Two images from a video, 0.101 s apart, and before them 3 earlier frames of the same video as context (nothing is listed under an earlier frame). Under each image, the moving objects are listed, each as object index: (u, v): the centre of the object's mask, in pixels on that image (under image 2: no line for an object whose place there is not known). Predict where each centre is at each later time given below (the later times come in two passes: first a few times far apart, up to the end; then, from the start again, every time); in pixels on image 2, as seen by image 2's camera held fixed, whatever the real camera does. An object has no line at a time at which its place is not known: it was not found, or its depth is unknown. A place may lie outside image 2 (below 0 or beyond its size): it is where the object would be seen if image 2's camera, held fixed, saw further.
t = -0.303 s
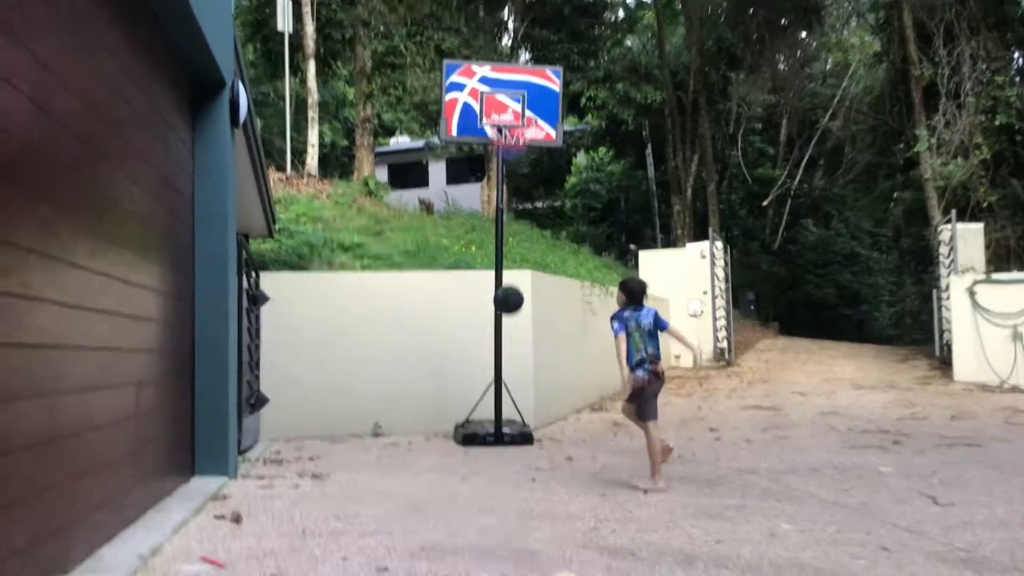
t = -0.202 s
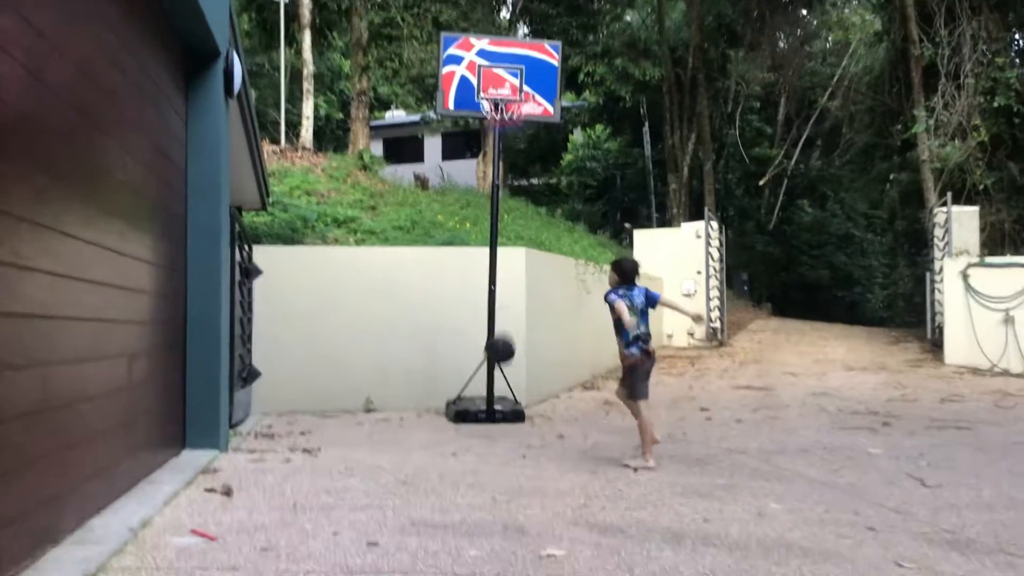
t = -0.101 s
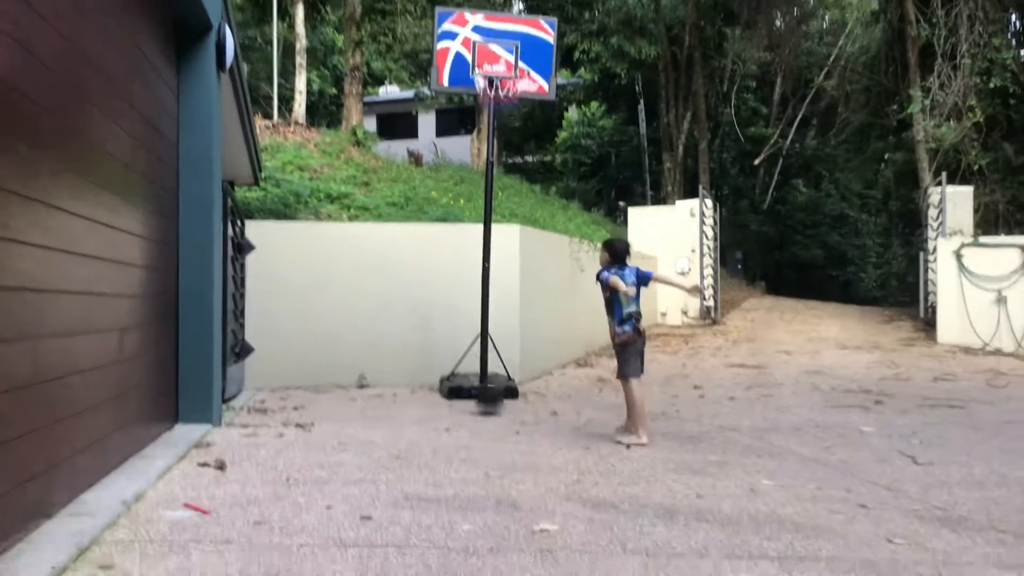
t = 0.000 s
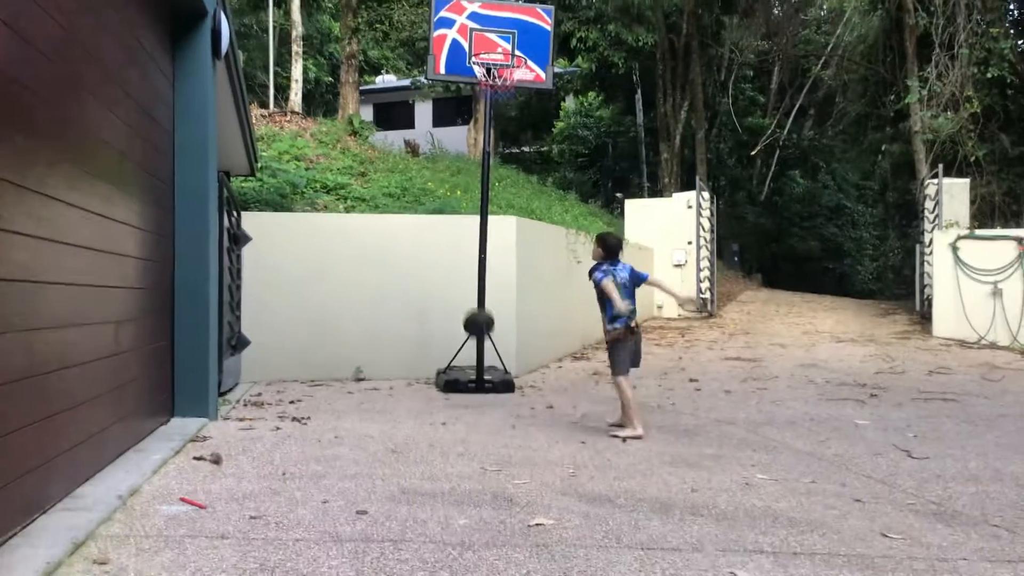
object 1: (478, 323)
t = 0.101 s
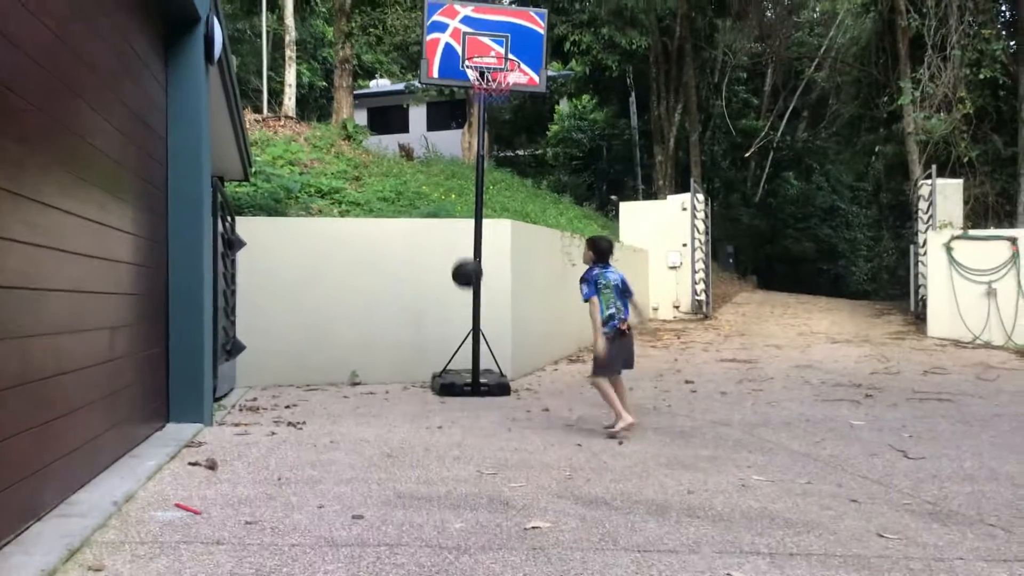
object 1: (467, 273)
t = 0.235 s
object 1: (458, 221)
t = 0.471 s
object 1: (443, 184)
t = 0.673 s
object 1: (431, 206)
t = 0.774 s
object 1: (426, 236)
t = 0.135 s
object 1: (463, 258)
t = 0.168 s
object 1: (461, 244)
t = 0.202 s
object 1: (460, 232)
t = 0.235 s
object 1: (458, 221)
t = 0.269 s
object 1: (455, 212)
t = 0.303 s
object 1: (453, 204)
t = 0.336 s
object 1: (451, 197)
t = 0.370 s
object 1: (449, 191)
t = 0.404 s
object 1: (447, 187)
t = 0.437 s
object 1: (445, 185)
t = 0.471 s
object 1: (443, 184)
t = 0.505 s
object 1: (441, 184)
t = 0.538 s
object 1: (439, 186)
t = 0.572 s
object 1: (437, 189)
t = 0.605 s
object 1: (435, 193)
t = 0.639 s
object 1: (433, 199)
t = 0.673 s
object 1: (431, 206)
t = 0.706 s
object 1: (430, 215)
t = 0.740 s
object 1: (428, 225)
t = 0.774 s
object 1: (426, 236)
